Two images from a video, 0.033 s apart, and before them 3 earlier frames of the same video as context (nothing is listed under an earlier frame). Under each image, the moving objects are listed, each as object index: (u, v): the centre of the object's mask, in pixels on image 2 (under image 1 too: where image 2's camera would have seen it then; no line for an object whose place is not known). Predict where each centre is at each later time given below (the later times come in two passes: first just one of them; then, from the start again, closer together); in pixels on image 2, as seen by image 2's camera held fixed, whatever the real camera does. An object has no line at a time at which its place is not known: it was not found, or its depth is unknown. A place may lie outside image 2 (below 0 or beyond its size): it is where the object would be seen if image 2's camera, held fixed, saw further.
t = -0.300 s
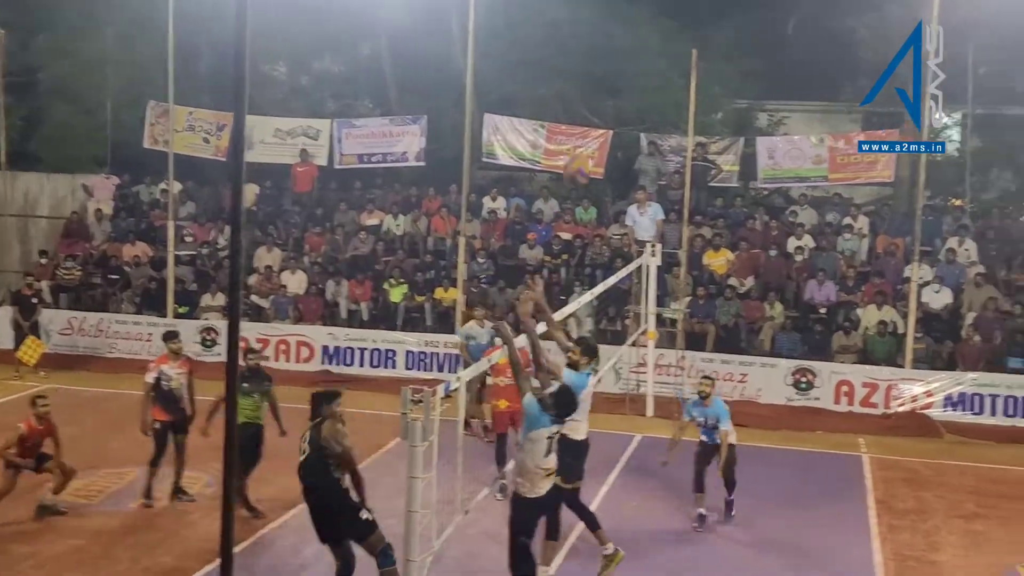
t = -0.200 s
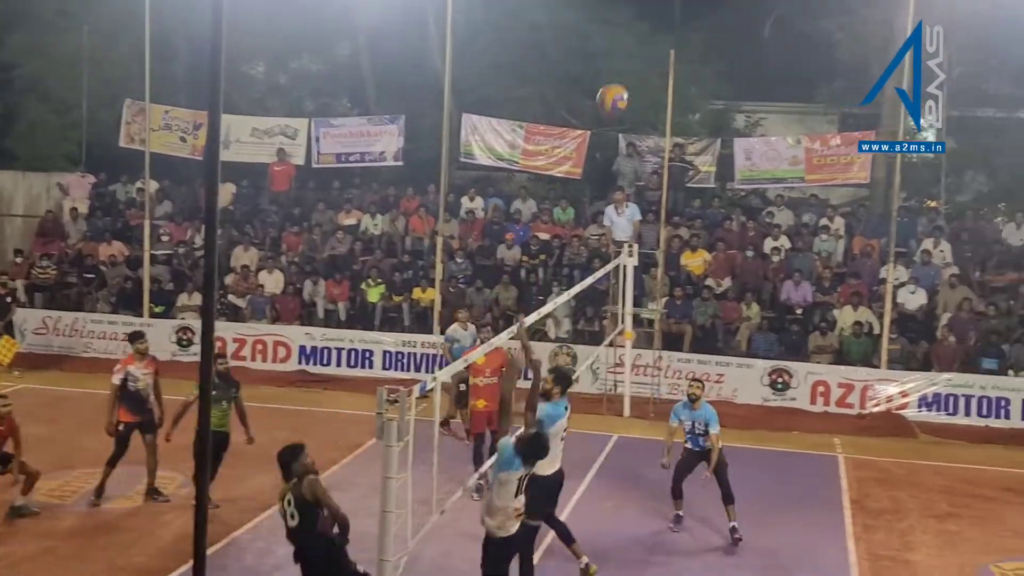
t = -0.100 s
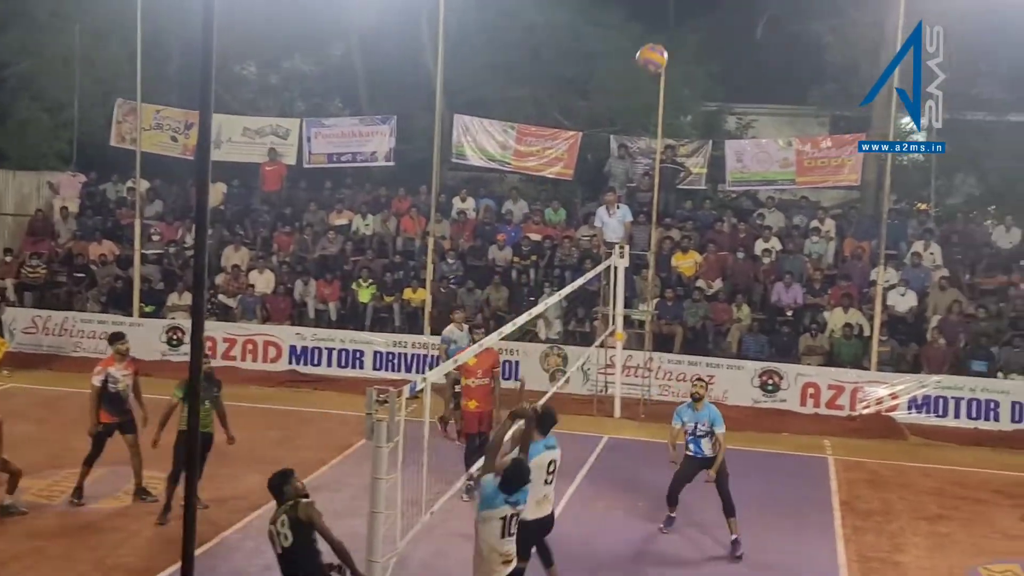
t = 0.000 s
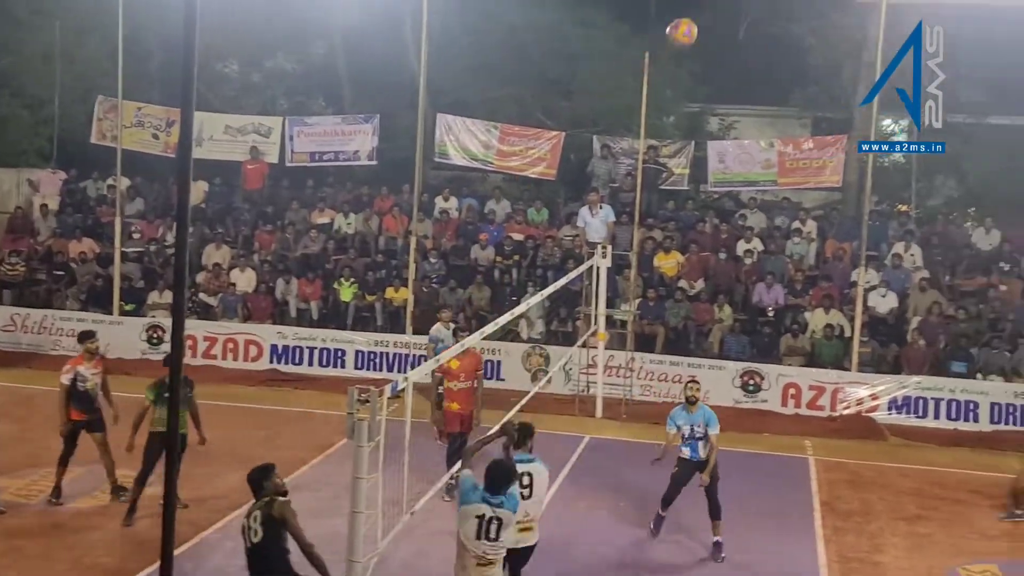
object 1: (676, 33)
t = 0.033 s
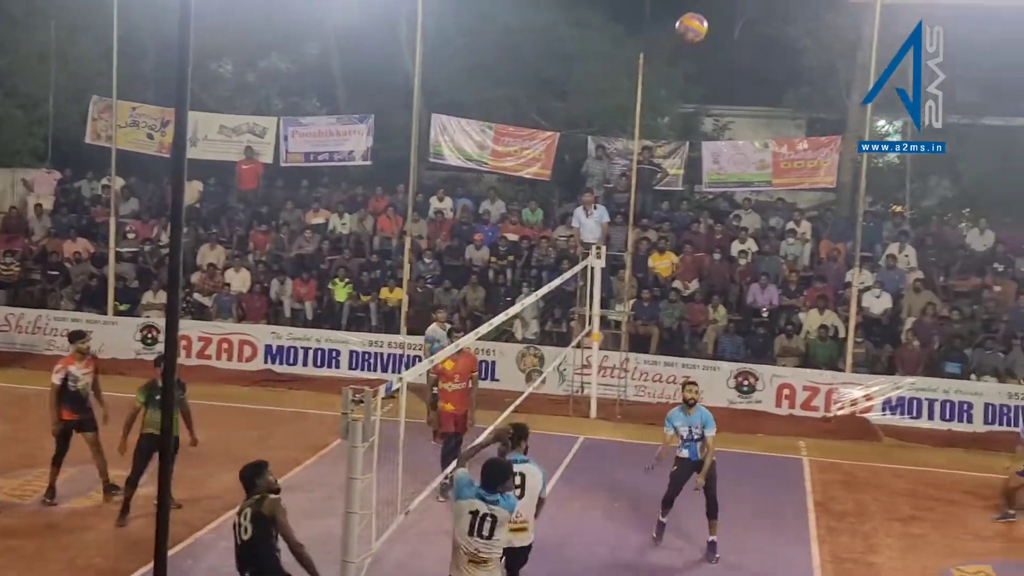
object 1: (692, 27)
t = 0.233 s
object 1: (772, 24)
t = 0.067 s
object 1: (700, 24)
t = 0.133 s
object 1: (737, 20)
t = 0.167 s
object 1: (751, 20)
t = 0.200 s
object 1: (765, 22)
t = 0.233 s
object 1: (772, 24)
